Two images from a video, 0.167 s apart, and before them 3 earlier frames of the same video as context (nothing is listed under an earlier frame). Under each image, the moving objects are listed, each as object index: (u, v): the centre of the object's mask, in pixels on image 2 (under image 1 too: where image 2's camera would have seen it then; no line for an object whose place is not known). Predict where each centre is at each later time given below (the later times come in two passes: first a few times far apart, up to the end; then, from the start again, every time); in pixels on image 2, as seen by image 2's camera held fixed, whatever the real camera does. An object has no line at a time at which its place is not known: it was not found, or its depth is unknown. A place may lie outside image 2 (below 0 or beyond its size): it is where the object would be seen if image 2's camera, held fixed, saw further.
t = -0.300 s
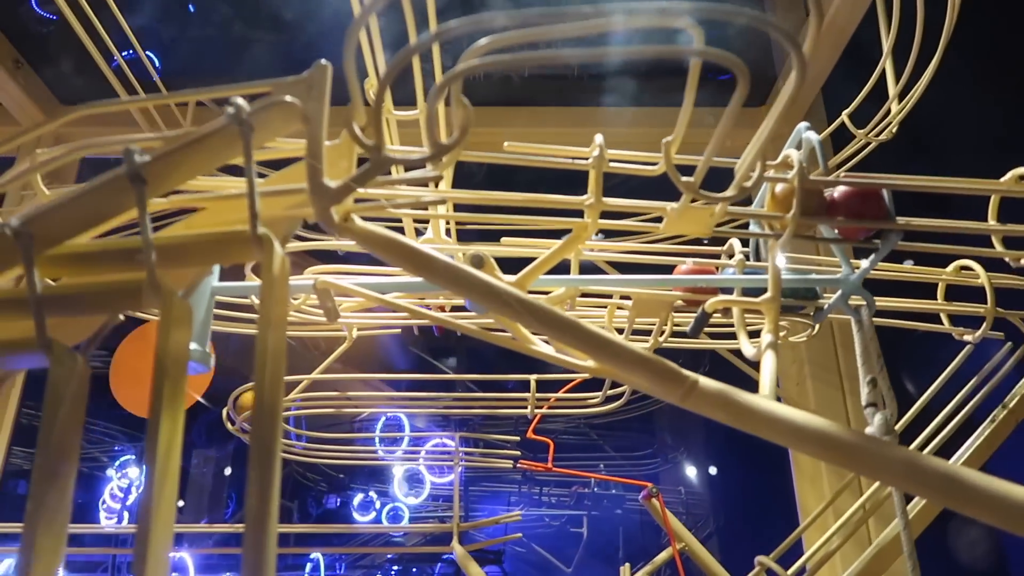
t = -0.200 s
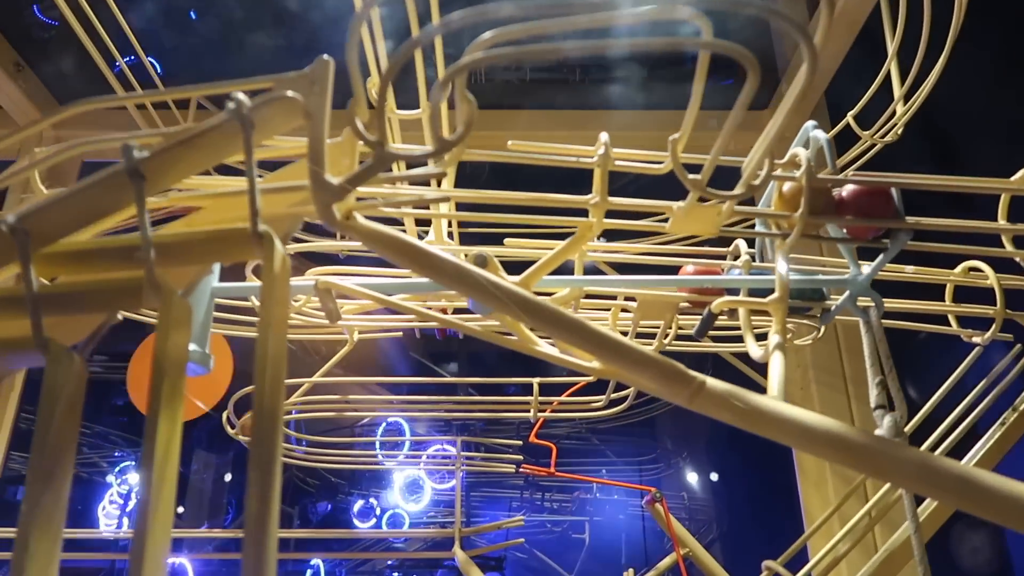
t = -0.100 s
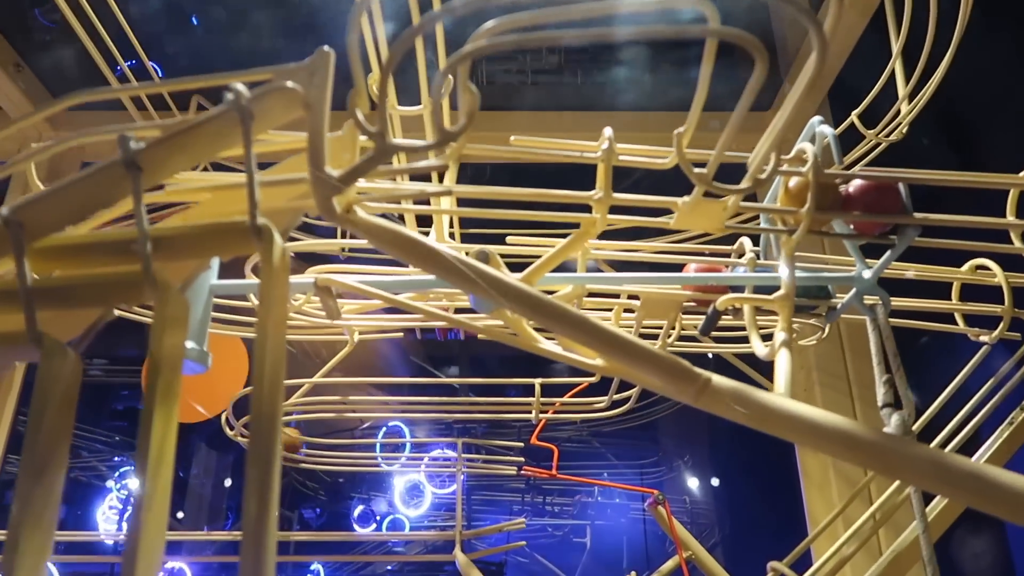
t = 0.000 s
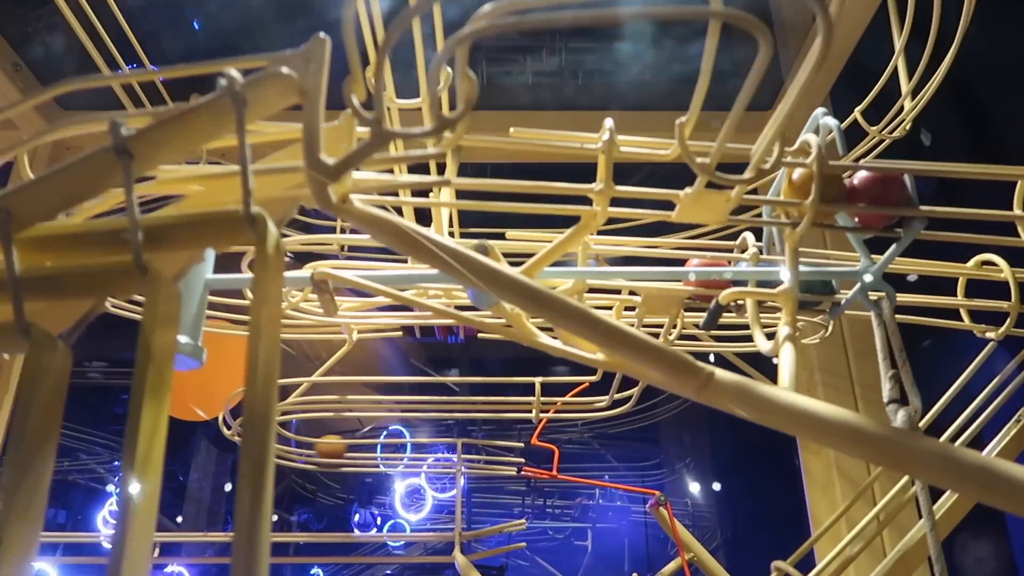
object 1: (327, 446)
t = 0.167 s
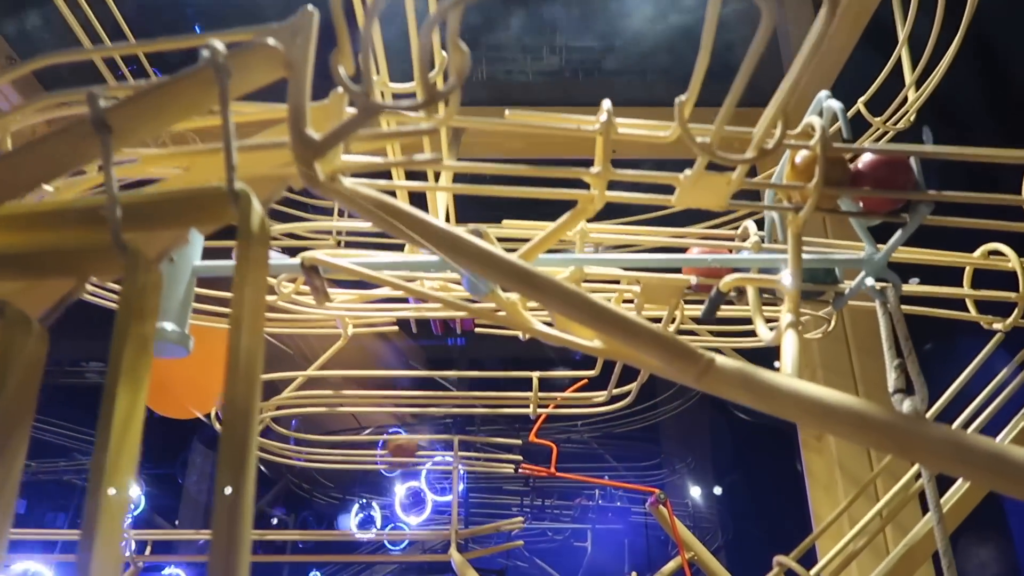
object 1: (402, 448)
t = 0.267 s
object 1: (442, 448)
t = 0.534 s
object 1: (532, 459)
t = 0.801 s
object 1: (518, 495)
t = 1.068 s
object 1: (451, 535)
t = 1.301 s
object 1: (349, 529)
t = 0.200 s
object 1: (417, 447)
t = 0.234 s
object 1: (431, 448)
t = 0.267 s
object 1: (442, 448)
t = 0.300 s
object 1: (461, 448)
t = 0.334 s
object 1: (474, 448)
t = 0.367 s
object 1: (489, 450)
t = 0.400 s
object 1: (505, 451)
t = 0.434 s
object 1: (520, 452)
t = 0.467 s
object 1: (534, 454)
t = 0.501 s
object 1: (532, 456)
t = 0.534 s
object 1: (532, 459)
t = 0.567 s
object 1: (531, 460)
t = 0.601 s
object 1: (529, 467)
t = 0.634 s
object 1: (528, 470)
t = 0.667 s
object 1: (527, 475)
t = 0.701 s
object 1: (526, 479)
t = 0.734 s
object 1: (524, 485)
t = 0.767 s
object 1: (521, 492)
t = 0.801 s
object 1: (518, 495)
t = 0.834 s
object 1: (516, 500)
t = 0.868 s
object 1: (512, 511)
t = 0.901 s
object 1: (506, 519)
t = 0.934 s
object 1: (496, 521)
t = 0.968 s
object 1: (486, 526)
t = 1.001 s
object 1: (475, 528)
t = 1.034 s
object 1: (463, 531)
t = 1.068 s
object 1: (451, 535)
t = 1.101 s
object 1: (431, 532)
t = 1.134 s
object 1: (419, 531)
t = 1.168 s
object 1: (405, 530)
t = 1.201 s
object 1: (391, 531)
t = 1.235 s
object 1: (377, 530)
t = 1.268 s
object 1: (365, 533)
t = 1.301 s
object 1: (349, 529)
